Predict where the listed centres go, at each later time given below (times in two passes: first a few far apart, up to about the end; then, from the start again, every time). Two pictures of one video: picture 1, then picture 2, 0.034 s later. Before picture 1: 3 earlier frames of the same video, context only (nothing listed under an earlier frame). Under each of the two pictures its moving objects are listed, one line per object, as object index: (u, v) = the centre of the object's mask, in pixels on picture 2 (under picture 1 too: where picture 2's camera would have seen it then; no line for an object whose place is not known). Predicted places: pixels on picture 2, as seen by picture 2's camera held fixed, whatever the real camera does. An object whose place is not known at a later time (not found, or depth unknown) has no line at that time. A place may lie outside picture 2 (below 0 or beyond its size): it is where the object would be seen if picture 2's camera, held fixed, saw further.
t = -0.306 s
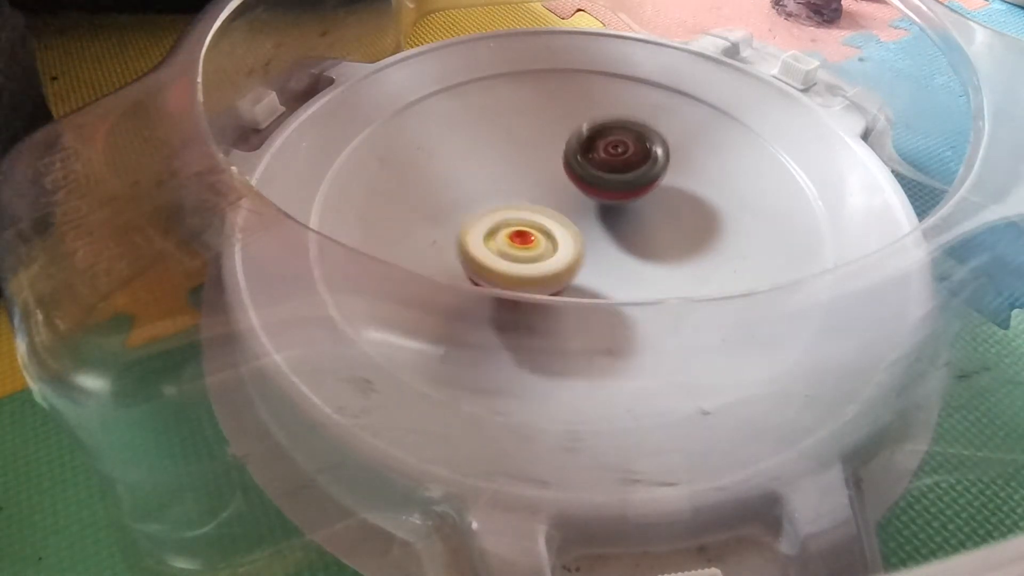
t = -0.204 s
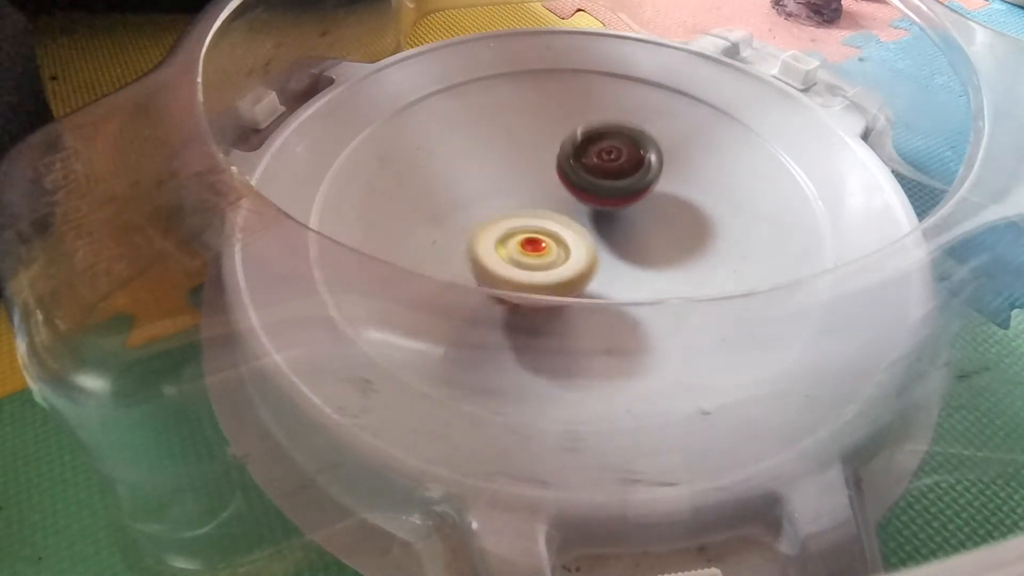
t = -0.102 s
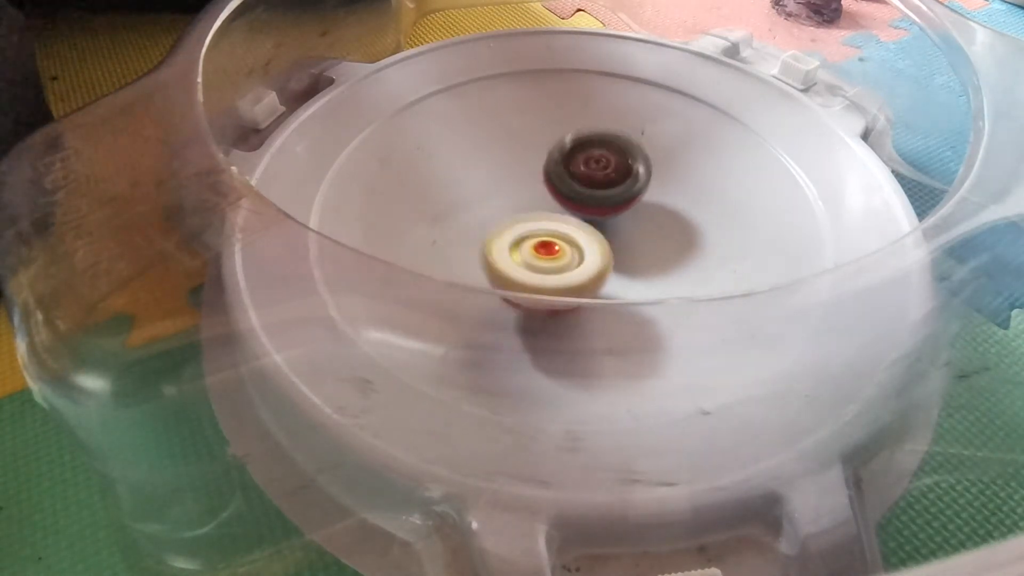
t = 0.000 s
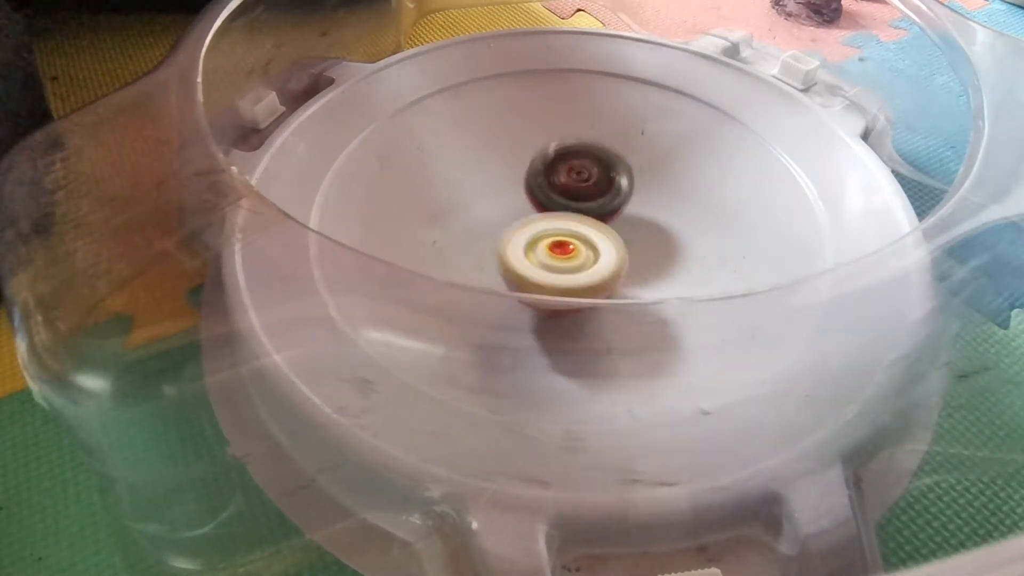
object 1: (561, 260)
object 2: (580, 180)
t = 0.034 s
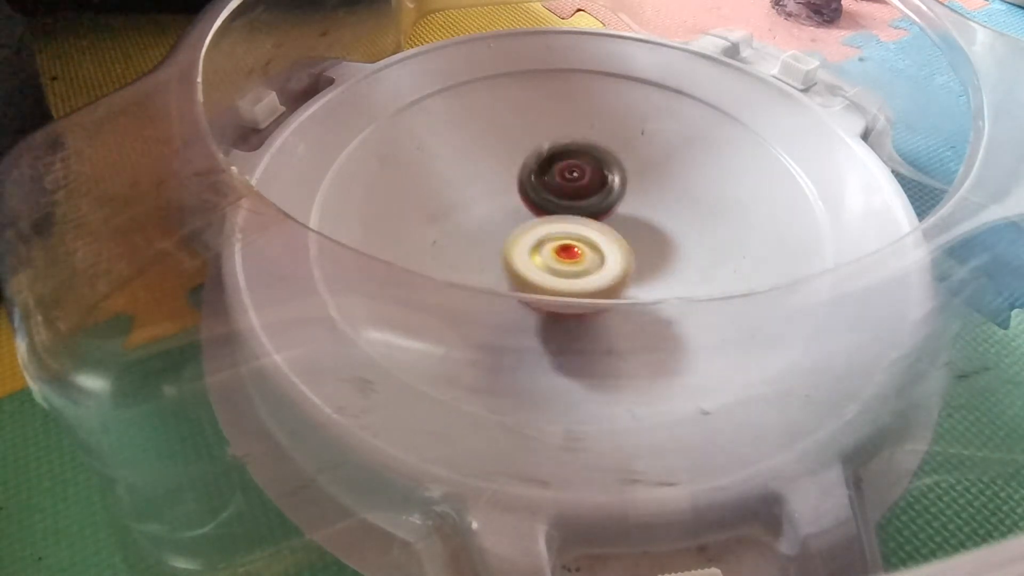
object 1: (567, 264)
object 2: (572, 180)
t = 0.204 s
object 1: (588, 271)
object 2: (540, 186)
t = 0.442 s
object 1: (606, 255)
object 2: (502, 200)
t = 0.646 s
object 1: (644, 236)
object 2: (467, 191)
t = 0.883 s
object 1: (662, 211)
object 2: (456, 199)
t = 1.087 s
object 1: (660, 190)
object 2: (480, 209)
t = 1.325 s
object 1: (639, 172)
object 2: (527, 215)
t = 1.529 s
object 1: (622, 156)
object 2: (543, 227)
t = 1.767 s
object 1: (591, 151)
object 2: (558, 230)
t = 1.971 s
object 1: (562, 146)
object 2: (562, 232)
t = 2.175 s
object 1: (538, 140)
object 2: (563, 226)
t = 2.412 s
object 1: (503, 148)
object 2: (569, 223)
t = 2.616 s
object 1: (473, 159)
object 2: (567, 213)
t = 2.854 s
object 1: (419, 145)
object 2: (620, 223)
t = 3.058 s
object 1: (439, 162)
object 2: (627, 213)
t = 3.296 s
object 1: (499, 219)
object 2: (615, 196)
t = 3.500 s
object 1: (505, 255)
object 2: (606, 183)
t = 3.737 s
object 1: (526, 299)
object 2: (579, 175)
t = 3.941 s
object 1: (552, 292)
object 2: (550, 180)
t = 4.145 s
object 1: (608, 264)
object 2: (516, 186)
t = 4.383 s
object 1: (678, 249)
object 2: (476, 178)
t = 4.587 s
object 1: (696, 220)
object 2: (467, 189)
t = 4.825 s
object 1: (675, 188)
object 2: (488, 213)
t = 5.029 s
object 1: (635, 165)
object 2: (512, 221)
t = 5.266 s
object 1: (592, 132)
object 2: (539, 227)
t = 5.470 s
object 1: (571, 111)
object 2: (559, 227)
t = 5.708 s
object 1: (548, 129)
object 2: (580, 212)
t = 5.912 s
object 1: (502, 150)
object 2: (600, 221)
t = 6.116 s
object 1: (456, 179)
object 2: (600, 211)
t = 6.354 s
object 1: (418, 205)
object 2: (584, 196)
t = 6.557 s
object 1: (439, 217)
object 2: (561, 189)
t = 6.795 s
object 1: (437, 270)
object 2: (621, 147)
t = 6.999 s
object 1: (490, 295)
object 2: (627, 137)
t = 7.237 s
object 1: (579, 291)
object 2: (611, 147)
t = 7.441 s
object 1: (643, 256)
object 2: (589, 178)
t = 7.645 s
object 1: (730, 255)
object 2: (498, 160)
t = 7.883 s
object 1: (707, 242)
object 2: (457, 170)
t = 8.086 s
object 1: (640, 195)
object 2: (456, 198)
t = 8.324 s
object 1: (562, 160)
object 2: (490, 226)
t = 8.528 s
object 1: (508, 139)
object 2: (544, 236)
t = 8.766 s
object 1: (450, 142)
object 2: (603, 218)
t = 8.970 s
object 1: (431, 169)
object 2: (627, 189)
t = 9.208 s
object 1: (457, 217)
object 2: (619, 161)
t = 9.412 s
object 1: (512, 244)
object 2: (591, 154)
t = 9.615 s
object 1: (581, 247)
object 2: (556, 166)
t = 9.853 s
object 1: (676, 246)
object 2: (494, 167)
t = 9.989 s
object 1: (694, 225)
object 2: (474, 182)
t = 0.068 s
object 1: (573, 267)
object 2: (565, 180)
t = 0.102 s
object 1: (577, 269)
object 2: (559, 181)
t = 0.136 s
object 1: (582, 270)
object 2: (553, 182)
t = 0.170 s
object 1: (586, 270)
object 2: (547, 184)
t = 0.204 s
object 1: (588, 271)
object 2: (540, 186)
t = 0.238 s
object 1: (591, 271)
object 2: (534, 188)
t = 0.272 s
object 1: (593, 270)
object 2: (528, 190)
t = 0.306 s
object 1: (594, 268)
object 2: (523, 193)
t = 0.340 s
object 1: (597, 267)
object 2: (518, 195)
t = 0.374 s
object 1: (598, 263)
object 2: (513, 198)
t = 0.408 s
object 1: (599, 257)
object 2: (509, 200)
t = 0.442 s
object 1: (606, 255)
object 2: (502, 200)
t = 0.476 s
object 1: (613, 252)
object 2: (494, 196)
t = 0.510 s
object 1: (620, 249)
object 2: (487, 194)
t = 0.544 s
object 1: (627, 247)
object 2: (481, 193)
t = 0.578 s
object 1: (633, 242)
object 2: (476, 192)
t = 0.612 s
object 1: (639, 239)
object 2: (471, 192)
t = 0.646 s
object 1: (644, 236)
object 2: (467, 191)
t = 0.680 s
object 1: (649, 233)
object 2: (463, 192)
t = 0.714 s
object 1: (653, 230)
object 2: (460, 192)
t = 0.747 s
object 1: (656, 227)
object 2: (458, 193)
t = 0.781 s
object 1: (658, 222)
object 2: (457, 194)
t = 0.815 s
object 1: (660, 219)
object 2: (455, 196)
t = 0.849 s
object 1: (661, 216)
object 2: (455, 198)
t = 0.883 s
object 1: (662, 211)
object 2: (456, 199)
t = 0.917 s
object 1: (662, 208)
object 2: (457, 201)
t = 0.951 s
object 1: (662, 203)
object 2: (459, 202)
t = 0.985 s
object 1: (662, 200)
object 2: (463, 204)
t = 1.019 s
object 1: (662, 196)
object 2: (468, 206)
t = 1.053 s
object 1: (661, 193)
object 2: (474, 207)
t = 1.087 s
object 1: (660, 190)
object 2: (480, 209)
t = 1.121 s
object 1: (657, 186)
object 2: (486, 211)
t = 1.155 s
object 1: (655, 183)
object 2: (492, 212)
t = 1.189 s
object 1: (652, 181)
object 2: (499, 214)
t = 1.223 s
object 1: (650, 178)
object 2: (506, 215)
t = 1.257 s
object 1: (647, 176)
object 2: (512, 215)
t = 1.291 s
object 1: (644, 174)
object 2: (520, 215)
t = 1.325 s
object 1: (639, 172)
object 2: (527, 215)
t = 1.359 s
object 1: (634, 170)
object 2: (534, 216)
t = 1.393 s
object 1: (632, 167)
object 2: (536, 220)
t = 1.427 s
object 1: (630, 164)
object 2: (538, 222)
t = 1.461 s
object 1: (627, 161)
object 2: (539, 224)
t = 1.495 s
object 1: (624, 158)
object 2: (541, 226)
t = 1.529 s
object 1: (622, 156)
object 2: (543, 227)
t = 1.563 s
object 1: (619, 155)
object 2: (545, 227)
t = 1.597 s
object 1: (616, 154)
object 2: (547, 228)
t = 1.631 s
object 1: (612, 153)
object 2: (549, 229)
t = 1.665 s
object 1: (608, 153)
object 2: (551, 229)
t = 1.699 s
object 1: (603, 152)
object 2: (554, 229)
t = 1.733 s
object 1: (597, 152)
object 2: (556, 229)
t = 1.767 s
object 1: (591, 151)
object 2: (558, 230)
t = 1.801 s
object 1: (588, 150)
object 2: (558, 231)
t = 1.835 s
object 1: (582, 149)
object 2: (559, 230)
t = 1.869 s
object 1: (578, 149)
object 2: (560, 231)
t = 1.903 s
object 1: (572, 148)
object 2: (561, 230)
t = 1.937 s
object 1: (568, 148)
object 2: (561, 231)
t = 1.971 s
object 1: (562, 146)
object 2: (562, 232)
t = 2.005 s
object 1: (558, 145)
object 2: (562, 233)
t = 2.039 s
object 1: (552, 142)
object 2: (562, 231)
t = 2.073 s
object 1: (548, 141)
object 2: (562, 230)
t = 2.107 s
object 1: (544, 140)
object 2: (562, 229)
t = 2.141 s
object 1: (541, 140)
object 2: (563, 227)
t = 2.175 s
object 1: (538, 140)
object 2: (563, 226)
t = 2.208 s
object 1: (534, 141)
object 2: (565, 223)
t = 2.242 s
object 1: (530, 143)
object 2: (565, 221)
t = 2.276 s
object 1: (526, 144)
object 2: (567, 222)
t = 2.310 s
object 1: (522, 145)
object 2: (567, 222)
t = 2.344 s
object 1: (515, 146)
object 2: (568, 222)
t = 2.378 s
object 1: (510, 147)
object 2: (568, 223)
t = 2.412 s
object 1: (503, 148)
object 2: (569, 223)
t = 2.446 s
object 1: (499, 149)
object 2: (569, 222)
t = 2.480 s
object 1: (494, 149)
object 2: (569, 220)
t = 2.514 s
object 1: (488, 151)
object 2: (568, 219)
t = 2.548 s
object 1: (483, 155)
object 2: (568, 217)
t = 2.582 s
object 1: (478, 156)
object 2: (567, 215)
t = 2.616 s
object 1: (473, 159)
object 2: (567, 213)
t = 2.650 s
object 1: (457, 154)
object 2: (583, 217)
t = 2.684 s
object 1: (445, 150)
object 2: (595, 221)
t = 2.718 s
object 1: (436, 149)
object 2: (603, 223)
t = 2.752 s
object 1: (430, 148)
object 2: (608, 225)
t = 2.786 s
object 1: (426, 147)
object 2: (612, 225)
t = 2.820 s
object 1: (422, 146)
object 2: (616, 224)
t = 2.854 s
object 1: (419, 145)
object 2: (620, 223)
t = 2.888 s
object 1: (418, 145)
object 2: (622, 222)
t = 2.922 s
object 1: (418, 146)
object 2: (625, 220)
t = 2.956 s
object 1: (421, 148)
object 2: (626, 219)
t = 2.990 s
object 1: (425, 152)
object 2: (627, 217)
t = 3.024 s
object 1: (431, 157)
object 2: (627, 215)
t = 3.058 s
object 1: (439, 162)
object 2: (627, 213)
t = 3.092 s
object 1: (447, 169)
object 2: (626, 211)
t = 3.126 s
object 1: (458, 175)
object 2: (625, 208)
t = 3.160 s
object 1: (468, 185)
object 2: (624, 206)
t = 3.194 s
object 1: (478, 193)
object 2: (621, 204)
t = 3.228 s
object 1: (488, 202)
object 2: (619, 201)
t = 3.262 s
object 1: (496, 210)
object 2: (616, 199)
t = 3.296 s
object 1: (499, 219)
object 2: (615, 196)
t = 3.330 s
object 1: (499, 228)
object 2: (616, 193)
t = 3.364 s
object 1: (499, 235)
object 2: (616, 191)
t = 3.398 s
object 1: (499, 242)
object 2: (614, 189)
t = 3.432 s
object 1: (500, 247)
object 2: (611, 187)
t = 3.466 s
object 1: (502, 252)
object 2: (609, 185)
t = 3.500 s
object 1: (505, 255)
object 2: (606, 183)
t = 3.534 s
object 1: (508, 259)
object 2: (603, 181)
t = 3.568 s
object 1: (508, 276)
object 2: (599, 180)
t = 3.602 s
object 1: (512, 282)
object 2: (595, 178)
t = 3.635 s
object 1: (515, 287)
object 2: (592, 177)
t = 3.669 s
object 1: (518, 292)
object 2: (588, 176)
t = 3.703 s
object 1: (522, 295)
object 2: (583, 175)
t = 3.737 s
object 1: (526, 299)
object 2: (579, 175)
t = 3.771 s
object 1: (529, 300)
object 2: (574, 175)
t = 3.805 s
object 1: (532, 301)
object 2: (569, 175)
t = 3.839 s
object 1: (535, 301)
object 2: (565, 175)
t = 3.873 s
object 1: (540, 299)
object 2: (560, 176)
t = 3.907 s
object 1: (546, 296)
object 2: (555, 178)
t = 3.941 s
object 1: (552, 292)
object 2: (550, 180)
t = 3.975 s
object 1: (559, 287)
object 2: (546, 182)
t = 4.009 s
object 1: (567, 281)
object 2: (541, 184)
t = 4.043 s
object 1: (575, 274)
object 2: (536, 185)
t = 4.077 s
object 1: (582, 268)
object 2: (532, 187)
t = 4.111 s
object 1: (590, 263)
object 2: (527, 189)
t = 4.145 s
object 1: (608, 264)
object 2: (516, 186)
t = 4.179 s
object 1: (623, 263)
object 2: (508, 182)
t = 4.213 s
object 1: (635, 259)
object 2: (502, 179)
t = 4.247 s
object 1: (644, 257)
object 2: (497, 178)
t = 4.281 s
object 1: (654, 256)
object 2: (491, 178)
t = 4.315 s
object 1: (664, 254)
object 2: (485, 177)
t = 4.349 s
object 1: (671, 251)
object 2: (480, 177)
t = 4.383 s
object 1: (678, 249)
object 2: (476, 178)
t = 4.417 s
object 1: (683, 245)
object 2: (472, 179)
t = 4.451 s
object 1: (687, 242)
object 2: (469, 180)
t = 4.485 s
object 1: (691, 236)
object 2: (466, 181)
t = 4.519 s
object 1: (694, 231)
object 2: (465, 183)
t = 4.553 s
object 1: (695, 227)
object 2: (465, 186)
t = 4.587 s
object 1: (696, 220)
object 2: (467, 189)
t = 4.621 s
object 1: (695, 215)
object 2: (468, 192)
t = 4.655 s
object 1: (694, 210)
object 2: (471, 196)
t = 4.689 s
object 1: (691, 205)
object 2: (474, 199)
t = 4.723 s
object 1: (689, 200)
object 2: (478, 203)
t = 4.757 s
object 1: (684, 197)
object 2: (482, 207)
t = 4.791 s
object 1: (680, 192)
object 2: (485, 210)
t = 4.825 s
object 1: (675, 188)
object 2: (488, 213)
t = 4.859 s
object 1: (670, 183)
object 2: (491, 215)
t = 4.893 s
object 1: (664, 180)
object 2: (493, 217)
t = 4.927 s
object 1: (657, 176)
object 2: (497, 218)
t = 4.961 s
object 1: (650, 172)
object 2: (502, 220)
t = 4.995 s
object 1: (643, 169)
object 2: (507, 220)
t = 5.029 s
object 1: (635, 165)
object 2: (512, 221)
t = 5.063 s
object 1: (627, 162)
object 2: (518, 220)
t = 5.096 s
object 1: (619, 159)
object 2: (525, 219)
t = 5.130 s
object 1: (612, 156)
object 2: (530, 219)
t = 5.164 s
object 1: (604, 152)
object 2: (535, 219)
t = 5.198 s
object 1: (599, 144)
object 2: (536, 223)
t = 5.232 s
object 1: (596, 137)
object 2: (537, 226)
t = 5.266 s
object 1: (592, 132)
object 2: (539, 227)
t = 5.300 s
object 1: (588, 127)
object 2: (541, 228)
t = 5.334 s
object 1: (584, 123)
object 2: (544, 228)
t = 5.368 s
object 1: (581, 118)
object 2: (547, 229)
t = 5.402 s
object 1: (577, 114)
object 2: (551, 229)
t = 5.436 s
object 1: (573, 112)
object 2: (555, 229)
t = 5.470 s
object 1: (571, 111)
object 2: (559, 227)
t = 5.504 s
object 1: (568, 110)
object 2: (563, 226)
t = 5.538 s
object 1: (565, 111)
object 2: (566, 225)
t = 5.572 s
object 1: (562, 112)
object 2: (570, 223)
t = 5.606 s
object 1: (560, 115)
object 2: (573, 220)
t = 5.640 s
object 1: (556, 120)
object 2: (575, 219)
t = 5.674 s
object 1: (552, 123)
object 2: (578, 215)
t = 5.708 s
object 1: (548, 129)
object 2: (580, 212)
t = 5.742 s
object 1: (540, 133)
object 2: (585, 212)
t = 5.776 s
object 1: (533, 134)
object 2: (592, 217)
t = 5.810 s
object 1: (525, 137)
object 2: (597, 221)
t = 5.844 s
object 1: (517, 141)
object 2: (598, 222)
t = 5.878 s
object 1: (509, 145)
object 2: (599, 222)
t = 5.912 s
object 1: (502, 150)
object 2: (600, 221)
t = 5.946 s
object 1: (494, 154)
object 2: (602, 220)
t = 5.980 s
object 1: (486, 159)
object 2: (602, 219)
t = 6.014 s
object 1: (478, 165)
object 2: (603, 217)
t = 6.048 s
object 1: (470, 169)
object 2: (602, 215)
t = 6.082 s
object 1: (463, 173)
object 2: (601, 213)
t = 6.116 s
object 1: (456, 179)
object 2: (600, 211)
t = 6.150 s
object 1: (450, 184)
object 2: (599, 209)
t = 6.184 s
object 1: (444, 190)
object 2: (597, 206)
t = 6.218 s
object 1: (439, 195)
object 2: (595, 204)
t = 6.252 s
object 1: (432, 199)
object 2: (593, 202)
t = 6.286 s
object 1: (425, 201)
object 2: (590, 200)
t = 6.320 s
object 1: (421, 204)
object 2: (587, 198)
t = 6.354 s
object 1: (418, 205)
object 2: (584, 196)
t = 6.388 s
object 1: (417, 207)
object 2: (580, 194)
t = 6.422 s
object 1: (417, 208)
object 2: (576, 192)
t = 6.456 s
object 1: (421, 210)
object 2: (573, 191)
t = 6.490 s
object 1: (425, 212)
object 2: (568, 190)
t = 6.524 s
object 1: (431, 213)
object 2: (565, 189)
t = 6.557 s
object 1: (439, 217)
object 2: (561, 189)
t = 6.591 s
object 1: (450, 218)
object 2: (557, 188)
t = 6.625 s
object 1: (442, 230)
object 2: (572, 176)
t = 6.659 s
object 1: (439, 237)
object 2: (588, 165)
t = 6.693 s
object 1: (438, 243)
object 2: (601, 157)
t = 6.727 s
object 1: (435, 258)
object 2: (610, 153)
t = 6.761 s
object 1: (435, 264)
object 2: (617, 149)
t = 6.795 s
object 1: (437, 270)
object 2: (621, 147)
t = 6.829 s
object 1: (441, 275)
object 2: (623, 145)
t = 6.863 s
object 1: (447, 280)
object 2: (625, 142)
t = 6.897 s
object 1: (457, 284)
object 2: (626, 140)
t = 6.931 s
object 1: (468, 288)
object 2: (626, 138)
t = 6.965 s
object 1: (478, 291)
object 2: (627, 137)
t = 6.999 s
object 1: (490, 295)
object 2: (627, 137)
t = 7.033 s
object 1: (502, 298)
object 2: (626, 136)
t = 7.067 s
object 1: (514, 299)
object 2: (624, 137)
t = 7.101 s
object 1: (528, 299)
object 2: (623, 138)
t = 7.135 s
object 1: (541, 299)
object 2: (620, 139)
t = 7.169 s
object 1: (553, 297)
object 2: (618, 141)
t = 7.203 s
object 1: (565, 296)
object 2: (615, 144)
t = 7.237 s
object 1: (579, 291)
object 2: (611, 147)
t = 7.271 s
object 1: (594, 287)
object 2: (608, 151)
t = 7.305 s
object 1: (606, 282)
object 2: (604, 155)
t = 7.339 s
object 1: (615, 276)
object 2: (601, 160)
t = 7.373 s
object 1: (626, 270)
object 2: (597, 165)
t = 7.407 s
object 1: (635, 264)
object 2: (594, 172)
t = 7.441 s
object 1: (643, 256)
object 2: (589, 178)
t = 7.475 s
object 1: (651, 252)
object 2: (584, 183)
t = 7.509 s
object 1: (675, 257)
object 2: (562, 176)
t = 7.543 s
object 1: (698, 258)
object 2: (542, 168)
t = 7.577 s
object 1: (714, 258)
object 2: (524, 164)
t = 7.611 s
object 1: (722, 257)
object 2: (508, 162)
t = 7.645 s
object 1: (730, 255)
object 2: (498, 160)
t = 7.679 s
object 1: (736, 254)
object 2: (490, 159)
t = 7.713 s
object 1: (738, 253)
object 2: (484, 160)
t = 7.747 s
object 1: (737, 252)
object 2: (478, 161)
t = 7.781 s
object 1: (735, 251)
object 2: (472, 163)
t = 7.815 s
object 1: (729, 248)
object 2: (466, 166)
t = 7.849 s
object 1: (719, 246)
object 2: (461, 168)
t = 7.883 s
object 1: (707, 242)
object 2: (457, 170)
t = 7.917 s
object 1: (695, 234)
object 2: (455, 175)
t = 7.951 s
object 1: (685, 224)
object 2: (453, 178)
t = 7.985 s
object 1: (674, 217)
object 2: (453, 183)
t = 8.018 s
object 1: (662, 209)
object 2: (453, 188)
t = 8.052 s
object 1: (651, 203)
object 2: (455, 193)
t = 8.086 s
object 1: (640, 195)
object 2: (456, 198)
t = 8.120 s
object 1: (629, 190)
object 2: (458, 204)
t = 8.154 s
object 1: (616, 184)
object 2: (461, 208)
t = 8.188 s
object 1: (606, 178)
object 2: (465, 212)
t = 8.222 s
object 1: (594, 173)
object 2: (471, 216)
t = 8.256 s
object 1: (583, 168)
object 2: (477, 220)
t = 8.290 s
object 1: (571, 164)
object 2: (483, 223)
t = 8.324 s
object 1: (562, 160)
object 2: (490, 226)
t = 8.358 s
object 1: (552, 156)
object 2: (498, 229)
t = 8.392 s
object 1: (543, 150)
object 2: (507, 233)
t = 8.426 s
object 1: (534, 148)
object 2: (516, 235)
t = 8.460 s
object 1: (525, 143)
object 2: (525, 235)
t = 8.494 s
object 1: (517, 140)
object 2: (534, 236)
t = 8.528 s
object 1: (508, 139)
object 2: (544, 236)
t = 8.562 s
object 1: (499, 135)
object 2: (553, 235)
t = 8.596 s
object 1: (491, 135)
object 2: (562, 233)
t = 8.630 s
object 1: (482, 136)
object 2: (571, 231)
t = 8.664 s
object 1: (474, 137)
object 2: (579, 228)
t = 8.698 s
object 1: (466, 137)
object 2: (588, 225)
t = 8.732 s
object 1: (458, 139)
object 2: (596, 222)
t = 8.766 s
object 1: (450, 142)
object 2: (603, 218)
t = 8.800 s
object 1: (444, 143)
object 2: (609, 214)
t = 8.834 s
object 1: (439, 147)
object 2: (614, 209)
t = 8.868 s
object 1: (434, 153)
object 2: (619, 204)
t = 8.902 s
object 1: (431, 158)
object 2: (623, 198)
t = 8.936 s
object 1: (429, 164)
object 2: (626, 193)
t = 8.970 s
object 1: (431, 169)
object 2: (627, 189)
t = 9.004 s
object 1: (433, 178)
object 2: (627, 183)
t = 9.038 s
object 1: (437, 185)
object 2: (628, 178)
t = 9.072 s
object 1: (440, 192)
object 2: (627, 174)
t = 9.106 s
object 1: (444, 198)
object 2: (626, 170)
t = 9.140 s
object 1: (446, 206)
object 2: (625, 167)
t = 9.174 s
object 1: (452, 212)
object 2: (622, 163)
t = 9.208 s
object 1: (457, 217)
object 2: (619, 161)
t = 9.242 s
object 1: (465, 224)
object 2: (615, 158)
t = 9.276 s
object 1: (472, 229)
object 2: (611, 156)
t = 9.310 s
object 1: (482, 233)
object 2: (607, 155)
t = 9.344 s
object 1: (491, 237)
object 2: (601, 154)
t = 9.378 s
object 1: (502, 241)
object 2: (596, 153)
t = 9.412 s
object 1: (512, 244)
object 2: (591, 154)
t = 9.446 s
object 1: (523, 246)
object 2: (585, 155)
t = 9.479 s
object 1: (535, 248)
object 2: (580, 155)
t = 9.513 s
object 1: (547, 249)
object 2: (574, 158)
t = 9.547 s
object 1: (558, 249)
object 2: (568, 161)
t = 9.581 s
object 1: (570, 248)
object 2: (563, 163)
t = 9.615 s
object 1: (581, 247)
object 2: (556, 166)
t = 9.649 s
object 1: (591, 245)
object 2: (550, 170)
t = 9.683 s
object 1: (613, 252)
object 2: (536, 167)
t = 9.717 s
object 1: (633, 254)
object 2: (523, 163)
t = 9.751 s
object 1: (648, 254)
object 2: (514, 162)
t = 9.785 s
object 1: (658, 252)
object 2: (507, 163)
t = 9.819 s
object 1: (666, 250)
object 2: (500, 164)
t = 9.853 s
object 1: (676, 246)
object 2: (494, 167)
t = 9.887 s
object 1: (681, 241)
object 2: (488, 170)
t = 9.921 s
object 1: (686, 237)
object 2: (482, 174)
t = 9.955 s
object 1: (692, 233)
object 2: (477, 178)
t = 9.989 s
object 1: (694, 225)
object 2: (474, 182)
